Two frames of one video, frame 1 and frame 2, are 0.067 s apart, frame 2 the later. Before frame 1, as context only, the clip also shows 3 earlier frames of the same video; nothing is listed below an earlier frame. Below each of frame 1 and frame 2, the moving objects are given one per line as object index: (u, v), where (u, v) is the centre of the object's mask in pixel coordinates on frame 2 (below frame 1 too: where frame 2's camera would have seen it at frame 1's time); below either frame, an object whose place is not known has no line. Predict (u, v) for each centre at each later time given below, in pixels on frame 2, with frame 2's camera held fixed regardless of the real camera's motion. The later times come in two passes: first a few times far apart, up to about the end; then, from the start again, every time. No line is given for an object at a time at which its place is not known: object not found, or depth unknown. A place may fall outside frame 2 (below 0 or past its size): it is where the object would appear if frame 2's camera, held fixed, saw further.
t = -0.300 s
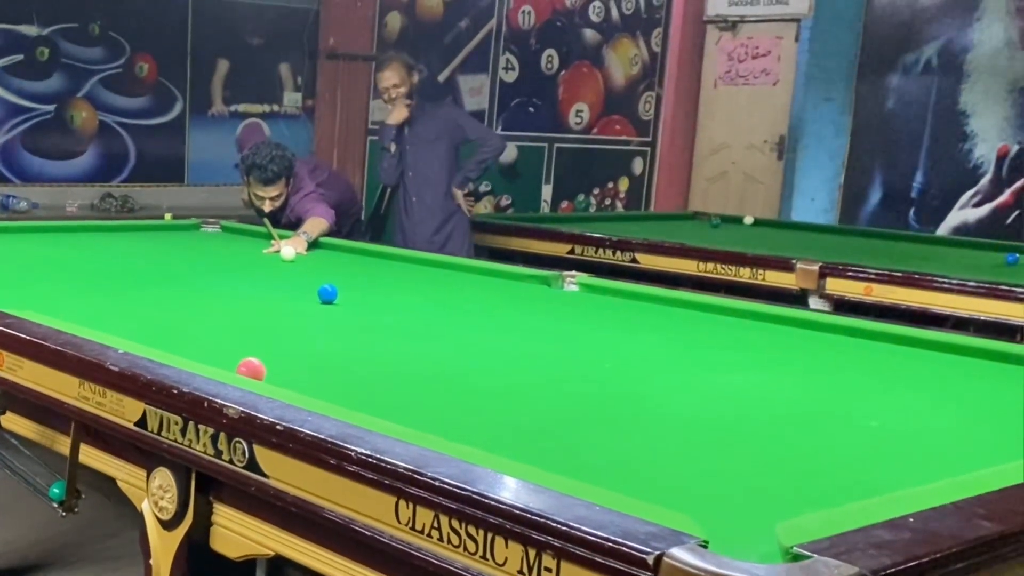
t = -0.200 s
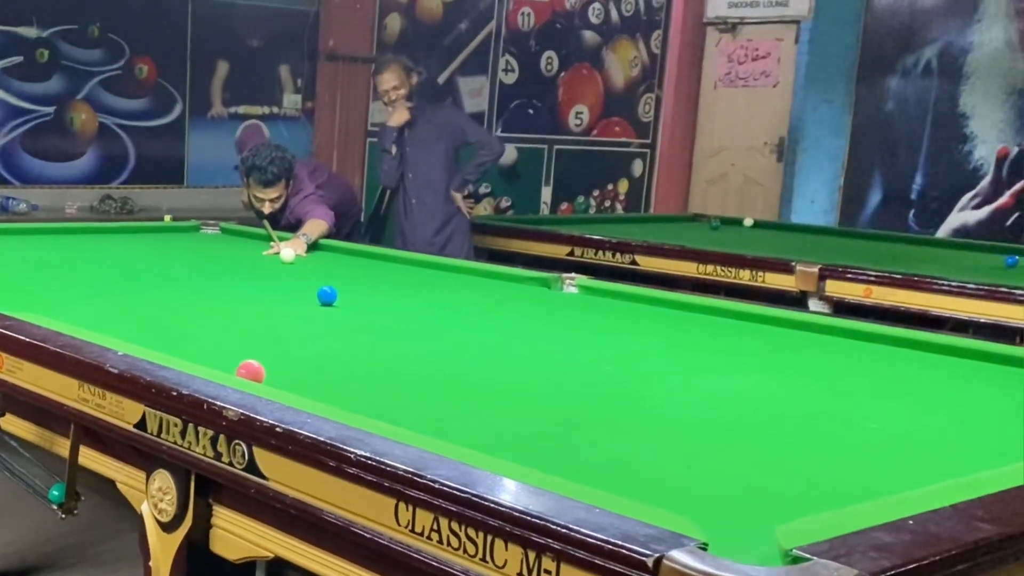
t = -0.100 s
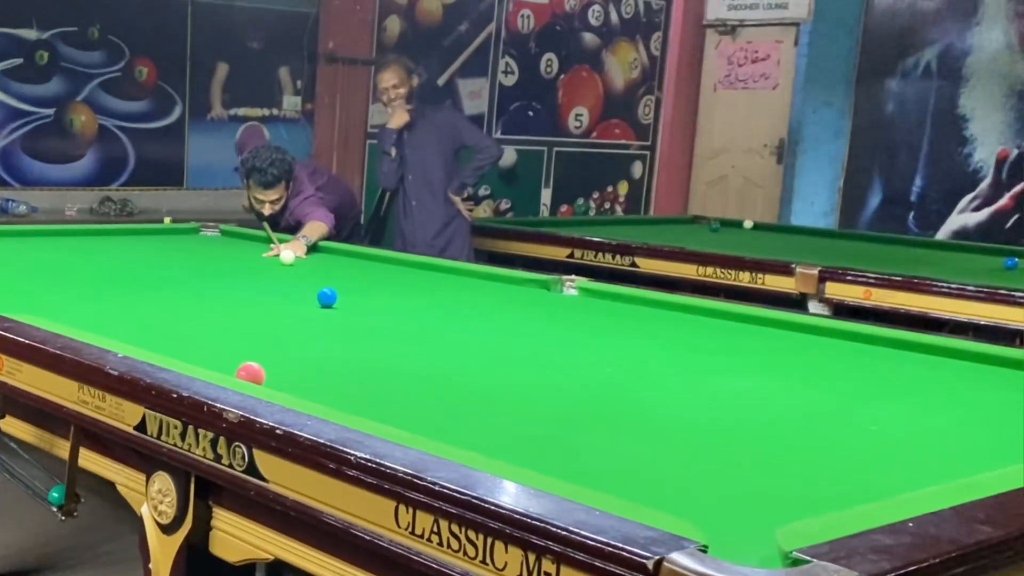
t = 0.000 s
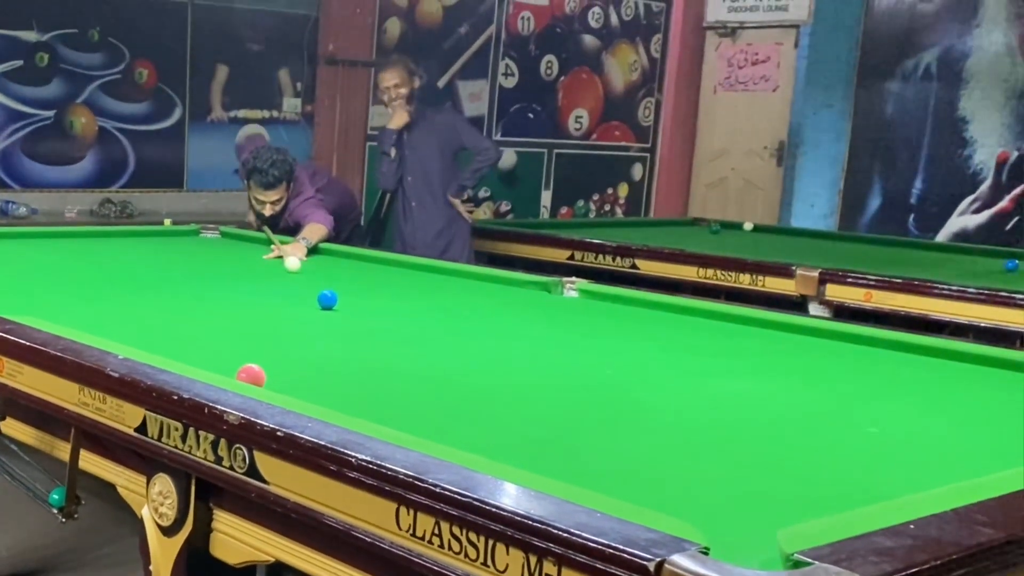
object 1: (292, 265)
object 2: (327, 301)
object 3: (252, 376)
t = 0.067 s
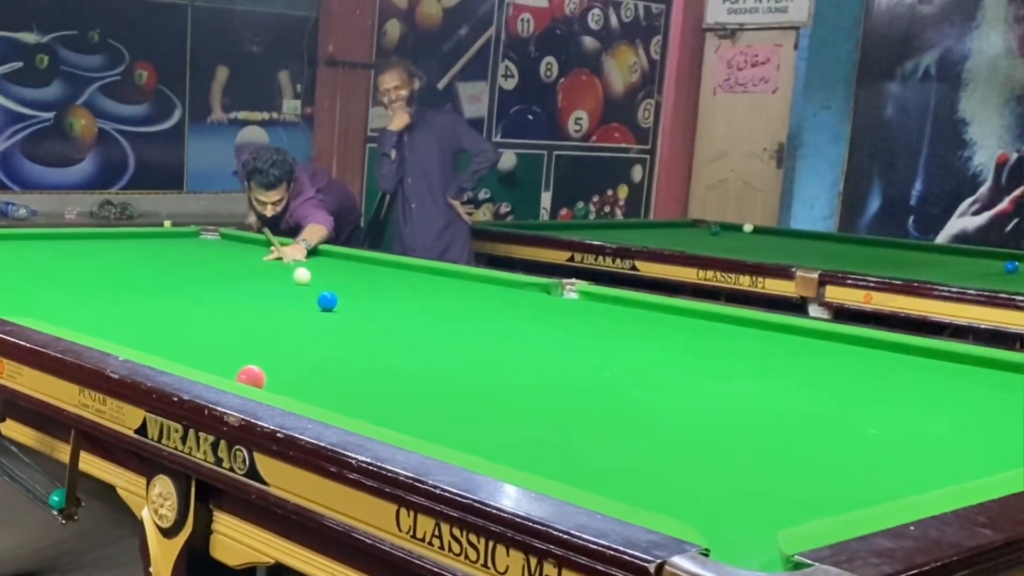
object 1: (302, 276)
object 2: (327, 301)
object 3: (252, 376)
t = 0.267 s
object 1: (313, 298)
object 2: (351, 315)
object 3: (252, 376)
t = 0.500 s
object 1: (291, 305)
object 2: (445, 371)
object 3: (251, 376)
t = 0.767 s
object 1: (270, 319)
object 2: (593, 460)
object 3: (251, 376)
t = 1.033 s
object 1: (248, 334)
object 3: (251, 376)
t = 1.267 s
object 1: (226, 350)
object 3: (251, 376)
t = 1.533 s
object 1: (200, 363)
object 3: (251, 376)
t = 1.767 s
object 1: (242, 367)
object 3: (251, 376)
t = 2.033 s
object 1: (303, 375)
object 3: (257, 379)
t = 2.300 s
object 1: (354, 375)
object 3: (261, 380)
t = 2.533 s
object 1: (393, 375)
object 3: (263, 380)
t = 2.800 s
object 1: (433, 375)
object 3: (263, 380)
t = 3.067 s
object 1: (466, 376)
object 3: (263, 380)
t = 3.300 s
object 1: (491, 376)
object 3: (261, 379)
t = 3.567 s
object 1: (514, 376)
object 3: (261, 379)
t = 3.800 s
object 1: (530, 376)
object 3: (261, 380)
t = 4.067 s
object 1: (543, 376)
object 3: (263, 380)
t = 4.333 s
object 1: (551, 377)
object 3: (263, 380)
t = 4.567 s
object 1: (555, 376)
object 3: (262, 380)
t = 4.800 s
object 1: (555, 376)
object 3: (263, 380)
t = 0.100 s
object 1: (307, 281)
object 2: (327, 301)
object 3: (251, 376)
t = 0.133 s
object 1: (312, 287)
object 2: (327, 301)
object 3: (251, 376)
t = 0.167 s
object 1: (316, 291)
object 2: (327, 301)
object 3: (251, 376)
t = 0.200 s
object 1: (318, 296)
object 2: (330, 302)
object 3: (251, 376)
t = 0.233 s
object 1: (317, 298)
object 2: (340, 307)
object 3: (251, 376)
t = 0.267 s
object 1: (313, 298)
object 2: (351, 315)
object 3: (252, 376)
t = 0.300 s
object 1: (309, 299)
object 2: (363, 322)
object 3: (252, 376)
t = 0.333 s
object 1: (305, 299)
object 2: (376, 329)
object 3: (251, 376)
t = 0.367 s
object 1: (302, 300)
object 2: (388, 337)
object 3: (251, 376)
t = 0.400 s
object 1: (299, 301)
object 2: (402, 345)
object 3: (251, 376)
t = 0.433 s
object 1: (296, 302)
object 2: (416, 354)
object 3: (251, 376)
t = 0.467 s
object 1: (293, 303)
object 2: (430, 362)
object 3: (251, 376)
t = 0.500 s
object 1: (291, 305)
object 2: (445, 371)
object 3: (251, 376)
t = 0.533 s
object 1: (288, 306)
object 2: (461, 381)
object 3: (251, 376)
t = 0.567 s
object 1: (286, 308)
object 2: (477, 391)
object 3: (251, 376)
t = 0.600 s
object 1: (283, 310)
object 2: (494, 401)
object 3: (251, 376)
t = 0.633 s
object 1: (281, 311)
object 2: (512, 412)
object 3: (251, 376)
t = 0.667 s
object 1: (278, 313)
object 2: (530, 422)
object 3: (251, 376)
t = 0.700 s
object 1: (276, 315)
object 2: (549, 434)
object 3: (251, 376)
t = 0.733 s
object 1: (273, 317)
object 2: (570, 447)
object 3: (251, 376)
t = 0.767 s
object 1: (270, 319)
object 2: (593, 460)
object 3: (251, 376)
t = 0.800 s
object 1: (268, 320)
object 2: (617, 475)
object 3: (251, 376)
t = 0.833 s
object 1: (265, 322)
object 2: (643, 490)
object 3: (252, 376)
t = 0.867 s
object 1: (262, 324)
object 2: (673, 504)
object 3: (251, 376)
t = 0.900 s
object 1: (259, 326)
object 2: (705, 522)
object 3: (251, 376)
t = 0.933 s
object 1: (256, 328)
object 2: (736, 542)
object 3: (251, 376)
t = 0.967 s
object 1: (254, 330)
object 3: (251, 376)
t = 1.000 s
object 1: (251, 332)
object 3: (251, 376)
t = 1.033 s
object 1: (248, 334)
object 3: (251, 376)
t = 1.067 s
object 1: (245, 336)
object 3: (252, 376)
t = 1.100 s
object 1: (242, 338)
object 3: (252, 376)
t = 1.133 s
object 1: (239, 341)
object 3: (251, 376)
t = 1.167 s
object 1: (236, 343)
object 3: (251, 376)
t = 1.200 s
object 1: (232, 345)
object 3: (252, 376)
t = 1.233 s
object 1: (229, 347)
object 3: (252, 376)
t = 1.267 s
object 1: (226, 350)
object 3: (251, 376)
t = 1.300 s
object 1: (222, 352)
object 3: (252, 376)
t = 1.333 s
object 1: (219, 354)
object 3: (252, 376)
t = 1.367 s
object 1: (216, 356)
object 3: (252, 376)
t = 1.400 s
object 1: (212, 359)
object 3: (252, 376)
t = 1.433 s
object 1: (209, 360)
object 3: (252, 376)
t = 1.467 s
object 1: (206, 361)
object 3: (252, 376)
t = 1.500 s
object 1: (203, 363)
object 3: (251, 376)
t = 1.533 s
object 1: (200, 363)
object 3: (251, 376)
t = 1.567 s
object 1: (196, 365)
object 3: (251, 375)
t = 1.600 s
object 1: (204, 366)
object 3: (250, 375)
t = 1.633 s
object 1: (213, 367)
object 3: (250, 375)
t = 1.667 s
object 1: (222, 369)
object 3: (250, 375)
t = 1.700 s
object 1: (228, 369)
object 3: (251, 376)
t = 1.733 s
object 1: (234, 368)
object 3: (251, 376)
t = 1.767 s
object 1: (242, 367)
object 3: (251, 376)
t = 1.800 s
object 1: (255, 366)
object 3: (252, 377)
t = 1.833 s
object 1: (265, 370)
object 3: (253, 377)
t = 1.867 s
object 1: (271, 372)
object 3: (254, 378)
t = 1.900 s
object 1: (277, 374)
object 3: (255, 377)
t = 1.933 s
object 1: (282, 375)
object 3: (255, 378)
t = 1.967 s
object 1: (290, 374)
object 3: (256, 378)
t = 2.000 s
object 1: (296, 374)
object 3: (257, 378)
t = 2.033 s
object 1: (303, 375)
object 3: (257, 379)
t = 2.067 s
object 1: (310, 375)
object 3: (258, 379)
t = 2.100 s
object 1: (316, 375)
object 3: (258, 379)
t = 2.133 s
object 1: (323, 375)
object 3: (259, 379)
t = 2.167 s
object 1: (329, 375)
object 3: (259, 379)
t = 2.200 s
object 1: (336, 375)
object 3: (260, 380)
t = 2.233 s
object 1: (342, 375)
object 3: (260, 380)
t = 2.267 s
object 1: (348, 375)
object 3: (261, 380)
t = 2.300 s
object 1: (354, 375)
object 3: (261, 380)
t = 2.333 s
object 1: (360, 375)
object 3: (261, 380)
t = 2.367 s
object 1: (366, 375)
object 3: (262, 380)
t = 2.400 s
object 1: (371, 375)
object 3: (262, 380)
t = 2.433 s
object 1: (377, 375)
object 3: (262, 380)
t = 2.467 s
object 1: (383, 375)
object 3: (262, 380)
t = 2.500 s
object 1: (388, 375)
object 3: (263, 380)
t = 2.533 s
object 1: (393, 375)
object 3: (263, 380)
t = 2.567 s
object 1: (399, 375)
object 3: (263, 380)
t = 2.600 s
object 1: (404, 375)
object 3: (263, 380)
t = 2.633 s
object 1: (409, 375)
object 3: (263, 380)
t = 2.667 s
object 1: (414, 375)
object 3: (263, 380)
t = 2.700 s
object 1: (418, 375)
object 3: (263, 380)
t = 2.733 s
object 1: (424, 375)
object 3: (263, 380)
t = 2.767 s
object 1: (428, 375)
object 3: (263, 380)
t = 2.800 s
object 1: (433, 375)
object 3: (263, 380)
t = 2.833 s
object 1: (437, 375)
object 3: (262, 380)
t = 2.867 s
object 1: (441, 375)
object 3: (263, 380)
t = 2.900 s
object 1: (446, 375)
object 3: (263, 380)
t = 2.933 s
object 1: (450, 375)
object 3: (263, 380)
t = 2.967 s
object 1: (454, 376)
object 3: (263, 380)
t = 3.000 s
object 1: (458, 376)
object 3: (263, 380)
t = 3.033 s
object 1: (462, 376)
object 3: (263, 381)
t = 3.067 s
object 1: (466, 376)
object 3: (263, 380)
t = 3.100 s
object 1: (470, 376)
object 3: (263, 380)
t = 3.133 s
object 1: (473, 376)
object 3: (263, 380)
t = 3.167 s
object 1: (477, 376)
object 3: (263, 380)
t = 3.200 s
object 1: (481, 376)
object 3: (263, 380)
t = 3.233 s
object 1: (484, 376)
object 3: (263, 380)
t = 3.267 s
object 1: (488, 376)
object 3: (263, 381)
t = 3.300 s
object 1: (491, 376)
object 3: (261, 379)
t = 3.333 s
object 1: (494, 376)
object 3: (261, 379)
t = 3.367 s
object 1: (497, 376)
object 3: (261, 379)
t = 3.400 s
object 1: (500, 376)
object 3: (261, 379)
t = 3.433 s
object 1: (503, 376)
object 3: (261, 379)
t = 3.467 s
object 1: (506, 376)
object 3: (261, 379)
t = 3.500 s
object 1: (508, 376)
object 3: (261, 379)
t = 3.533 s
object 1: (511, 376)
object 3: (261, 379)
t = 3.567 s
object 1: (514, 376)
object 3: (261, 379)
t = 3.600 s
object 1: (516, 376)
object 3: (261, 379)
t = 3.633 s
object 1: (519, 376)
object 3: (261, 379)
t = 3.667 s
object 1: (521, 376)
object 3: (261, 379)
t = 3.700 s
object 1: (524, 376)
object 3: (261, 379)
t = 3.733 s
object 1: (526, 376)
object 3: (261, 379)
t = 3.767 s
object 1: (528, 376)
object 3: (261, 379)
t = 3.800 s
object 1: (530, 376)
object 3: (261, 380)
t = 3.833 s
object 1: (532, 376)
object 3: (261, 379)
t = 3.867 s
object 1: (534, 376)
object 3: (261, 379)
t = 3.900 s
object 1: (535, 376)
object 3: (261, 380)
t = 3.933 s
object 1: (537, 376)
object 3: (260, 379)
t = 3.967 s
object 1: (539, 376)
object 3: (261, 379)
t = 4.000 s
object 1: (540, 376)
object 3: (262, 380)
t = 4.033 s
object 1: (542, 376)
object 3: (262, 380)
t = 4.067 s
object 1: (543, 376)
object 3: (263, 380)
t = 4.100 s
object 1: (544, 376)
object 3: (263, 380)
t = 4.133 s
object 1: (545, 376)
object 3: (263, 380)
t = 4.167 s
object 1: (547, 376)
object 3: (263, 380)
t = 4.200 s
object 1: (548, 376)
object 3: (263, 380)
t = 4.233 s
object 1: (549, 376)
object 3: (263, 380)
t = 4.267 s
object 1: (549, 376)
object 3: (263, 380)
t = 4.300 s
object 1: (551, 376)
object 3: (262, 380)
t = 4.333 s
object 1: (551, 377)
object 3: (263, 380)
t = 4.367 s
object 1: (552, 377)
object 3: (262, 381)
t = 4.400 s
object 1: (552, 376)
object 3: (263, 380)
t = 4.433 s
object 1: (553, 376)
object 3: (263, 380)
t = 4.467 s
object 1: (554, 377)
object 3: (263, 380)
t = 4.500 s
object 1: (554, 377)
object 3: (262, 380)
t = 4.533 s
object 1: (554, 376)
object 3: (263, 380)
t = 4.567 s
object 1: (555, 376)
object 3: (262, 380)
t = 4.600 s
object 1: (555, 376)
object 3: (262, 380)
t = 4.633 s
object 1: (555, 376)
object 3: (262, 380)
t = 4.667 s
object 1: (555, 376)
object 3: (263, 380)
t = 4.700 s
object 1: (555, 376)
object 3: (263, 380)
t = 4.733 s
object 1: (555, 376)
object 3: (263, 380)
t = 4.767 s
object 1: (555, 376)
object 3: (263, 380)
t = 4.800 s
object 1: (555, 376)
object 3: (263, 380)
